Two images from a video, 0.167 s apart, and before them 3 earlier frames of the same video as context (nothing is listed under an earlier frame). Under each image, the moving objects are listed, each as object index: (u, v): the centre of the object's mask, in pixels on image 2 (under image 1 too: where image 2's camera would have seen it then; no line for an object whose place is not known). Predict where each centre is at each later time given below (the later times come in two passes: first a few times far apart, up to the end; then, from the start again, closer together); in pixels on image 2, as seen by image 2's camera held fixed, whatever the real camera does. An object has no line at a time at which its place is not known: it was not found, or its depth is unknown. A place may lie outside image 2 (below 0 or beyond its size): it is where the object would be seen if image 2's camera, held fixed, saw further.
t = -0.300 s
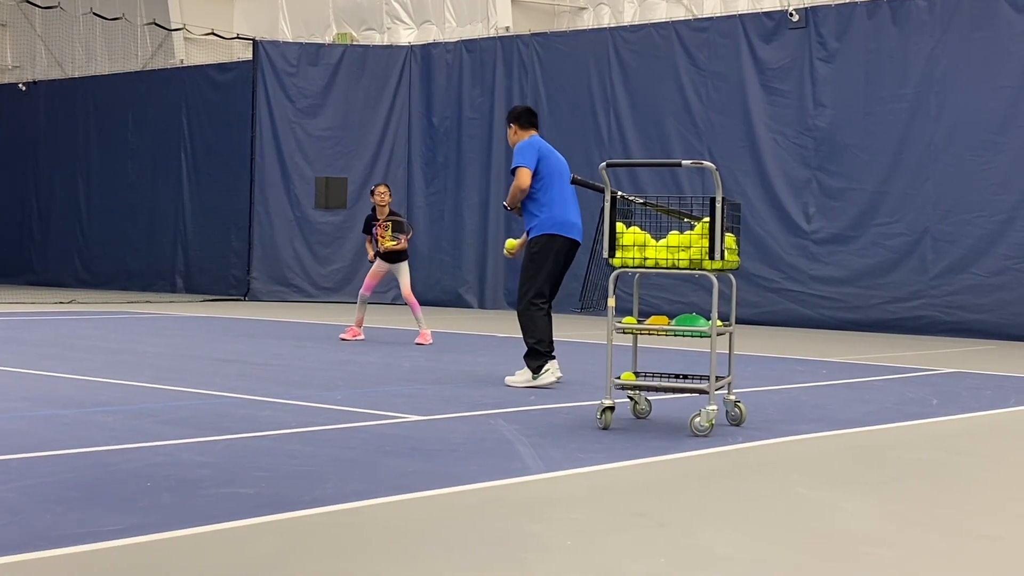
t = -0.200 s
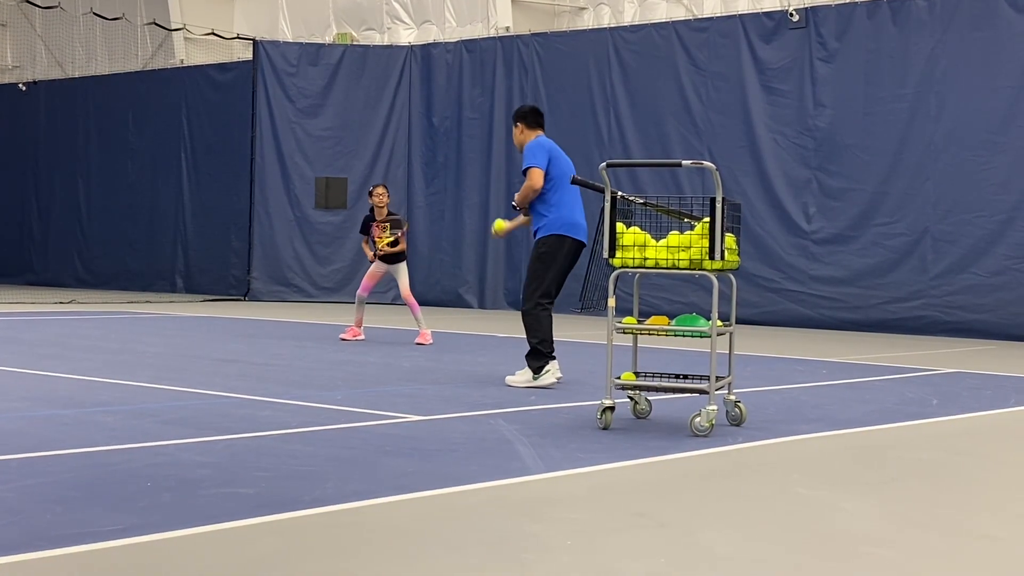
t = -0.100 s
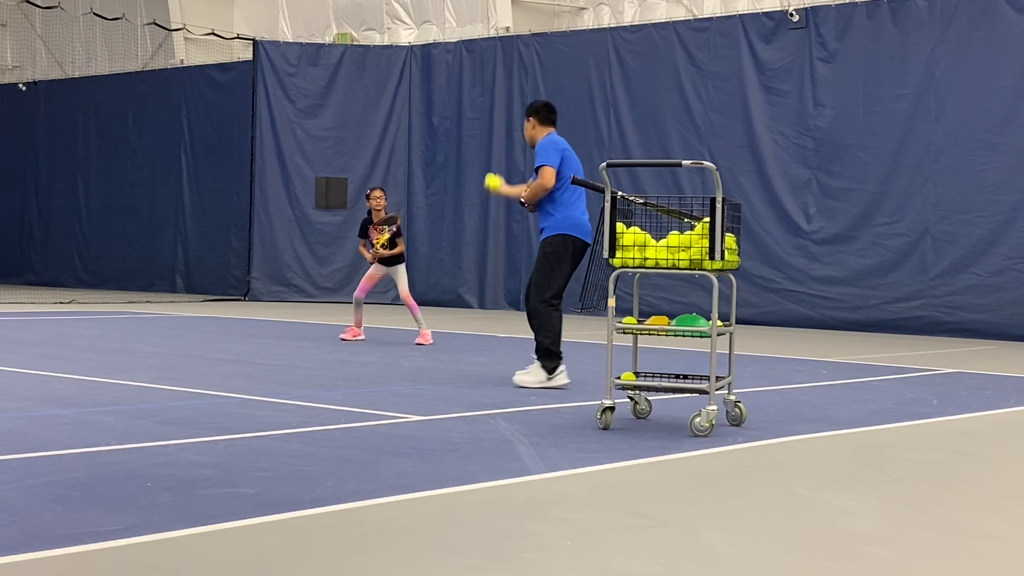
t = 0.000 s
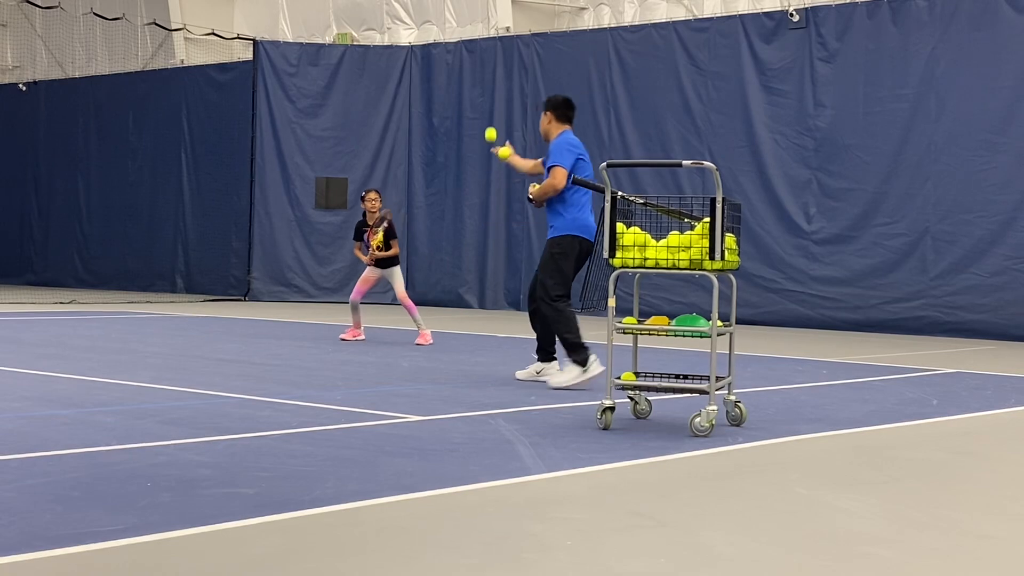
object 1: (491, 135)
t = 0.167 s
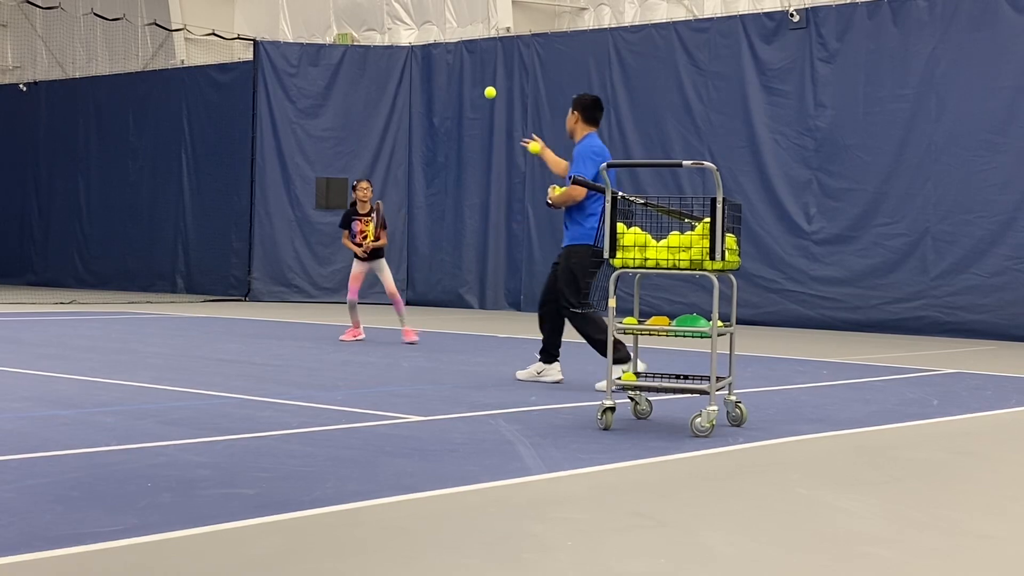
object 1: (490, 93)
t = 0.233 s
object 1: (489, 88)
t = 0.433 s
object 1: (486, 118)
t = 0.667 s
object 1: (481, 234)
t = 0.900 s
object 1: (477, 322)
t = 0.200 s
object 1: (490, 89)
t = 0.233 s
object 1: (489, 88)
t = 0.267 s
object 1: (489, 89)
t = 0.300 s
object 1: (488, 91)
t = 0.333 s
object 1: (488, 95)
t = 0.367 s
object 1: (488, 101)
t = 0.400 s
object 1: (487, 109)
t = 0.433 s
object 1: (486, 118)
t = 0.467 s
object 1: (486, 130)
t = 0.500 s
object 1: (485, 142)
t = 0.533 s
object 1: (484, 157)
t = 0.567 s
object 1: (483, 174)
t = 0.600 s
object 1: (483, 192)
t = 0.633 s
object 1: (482, 212)
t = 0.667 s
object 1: (481, 234)
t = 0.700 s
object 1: (480, 257)
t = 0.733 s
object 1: (479, 282)
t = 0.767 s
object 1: (478, 308)
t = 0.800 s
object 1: (477, 338)
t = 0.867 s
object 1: (477, 344)
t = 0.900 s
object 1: (477, 322)
